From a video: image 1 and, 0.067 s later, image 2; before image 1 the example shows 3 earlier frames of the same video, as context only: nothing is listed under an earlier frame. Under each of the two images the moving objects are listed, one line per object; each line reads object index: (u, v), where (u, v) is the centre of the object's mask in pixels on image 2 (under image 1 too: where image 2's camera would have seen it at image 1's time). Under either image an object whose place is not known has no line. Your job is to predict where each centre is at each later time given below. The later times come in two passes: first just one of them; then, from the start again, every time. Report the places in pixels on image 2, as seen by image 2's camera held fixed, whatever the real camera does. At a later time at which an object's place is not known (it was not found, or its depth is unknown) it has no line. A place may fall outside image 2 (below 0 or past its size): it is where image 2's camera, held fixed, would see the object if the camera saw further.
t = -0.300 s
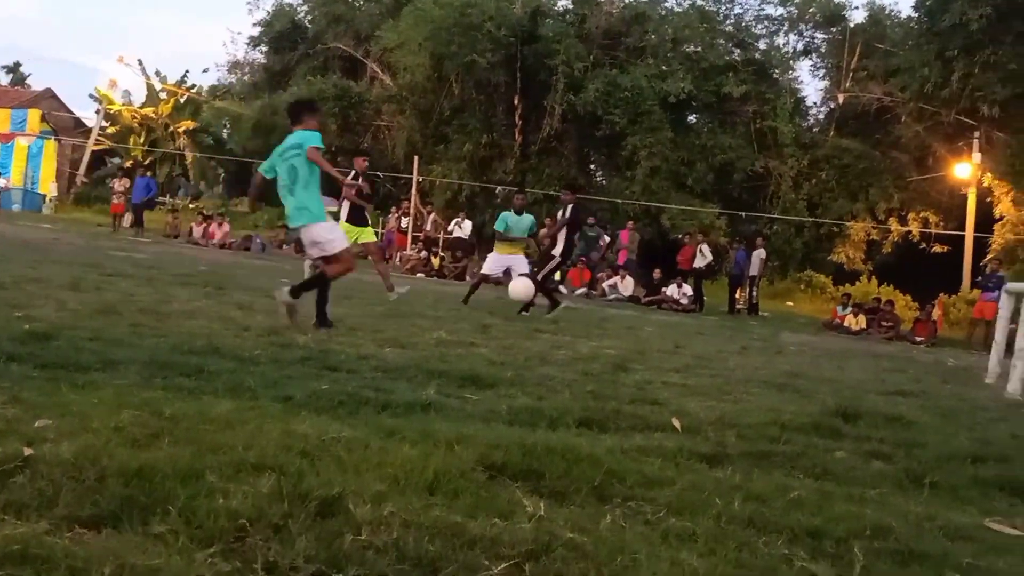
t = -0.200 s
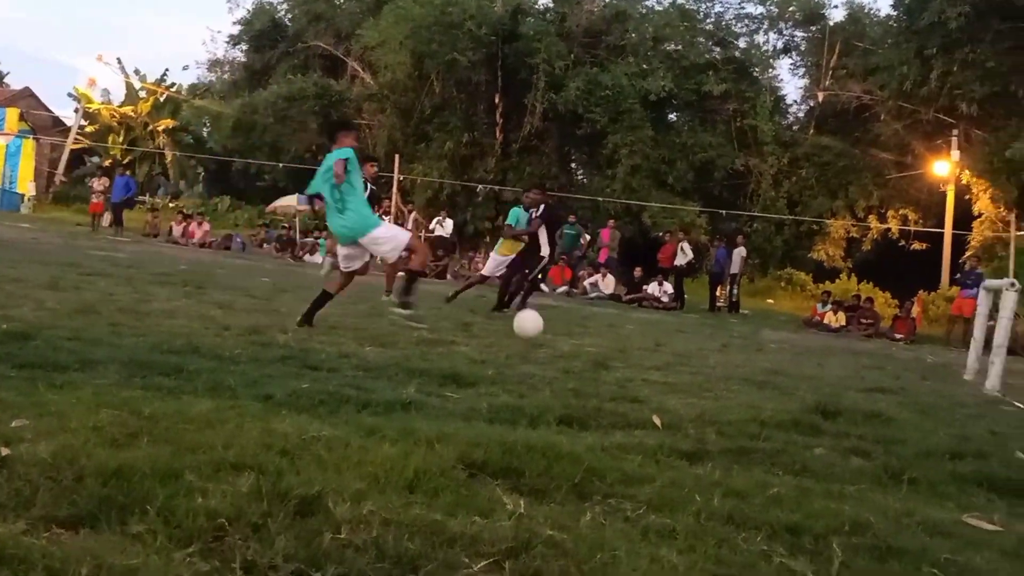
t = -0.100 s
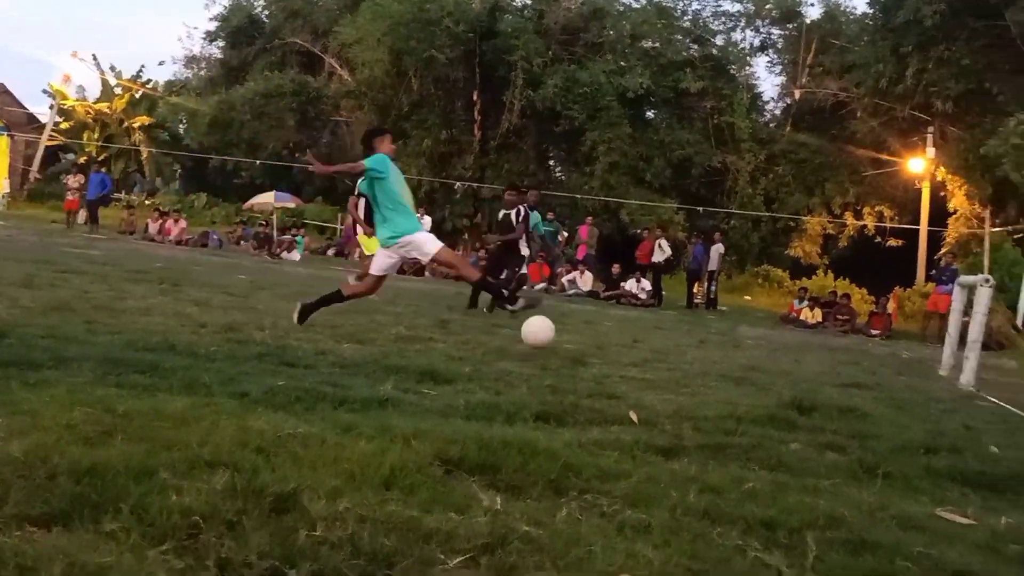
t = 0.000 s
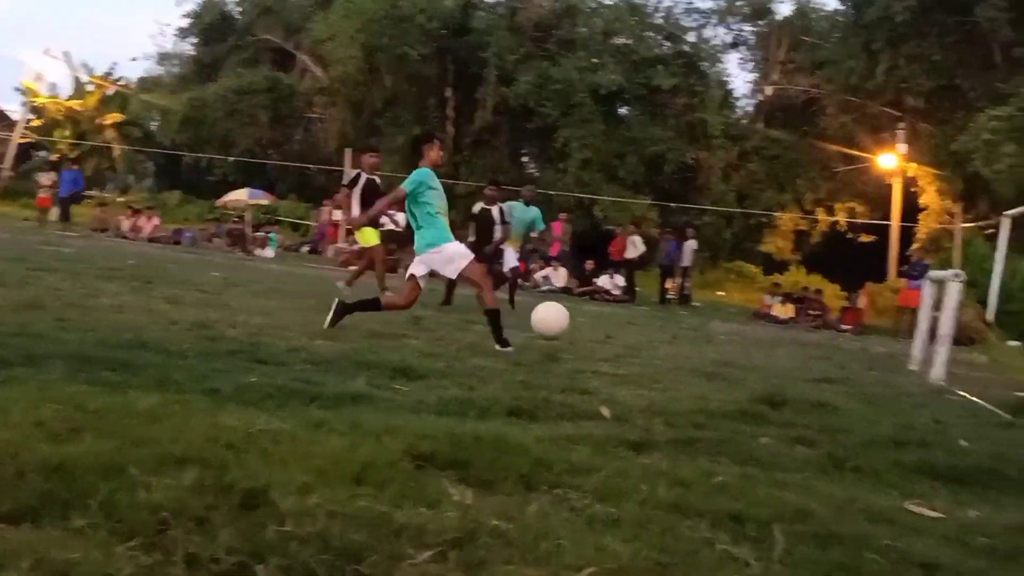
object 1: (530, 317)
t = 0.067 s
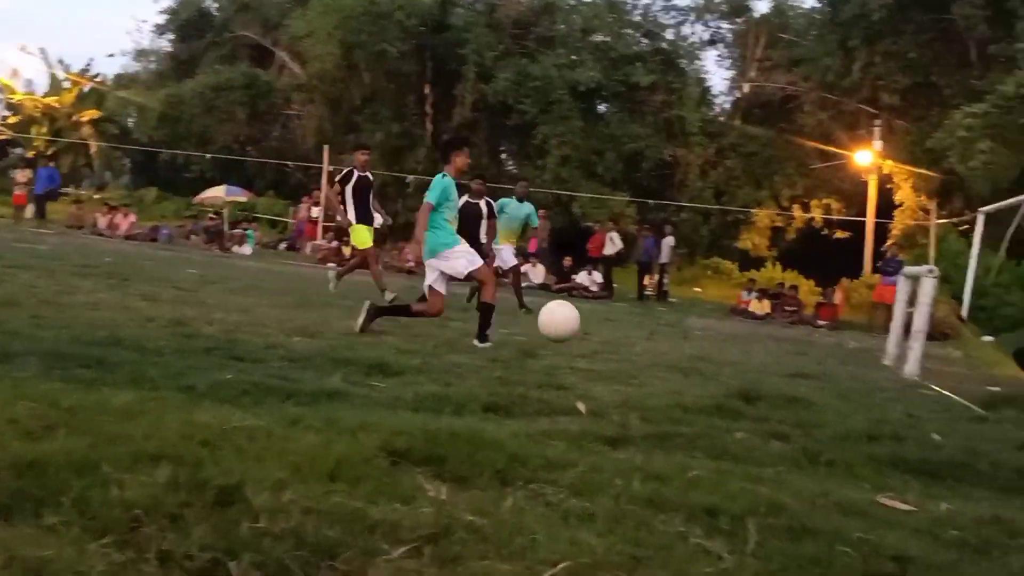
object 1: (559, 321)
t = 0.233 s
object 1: (661, 388)
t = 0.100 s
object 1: (575, 327)
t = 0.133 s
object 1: (594, 337)
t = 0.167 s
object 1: (614, 348)
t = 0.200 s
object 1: (636, 364)
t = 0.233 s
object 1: (661, 388)
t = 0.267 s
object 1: (688, 416)
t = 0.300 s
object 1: (716, 436)
